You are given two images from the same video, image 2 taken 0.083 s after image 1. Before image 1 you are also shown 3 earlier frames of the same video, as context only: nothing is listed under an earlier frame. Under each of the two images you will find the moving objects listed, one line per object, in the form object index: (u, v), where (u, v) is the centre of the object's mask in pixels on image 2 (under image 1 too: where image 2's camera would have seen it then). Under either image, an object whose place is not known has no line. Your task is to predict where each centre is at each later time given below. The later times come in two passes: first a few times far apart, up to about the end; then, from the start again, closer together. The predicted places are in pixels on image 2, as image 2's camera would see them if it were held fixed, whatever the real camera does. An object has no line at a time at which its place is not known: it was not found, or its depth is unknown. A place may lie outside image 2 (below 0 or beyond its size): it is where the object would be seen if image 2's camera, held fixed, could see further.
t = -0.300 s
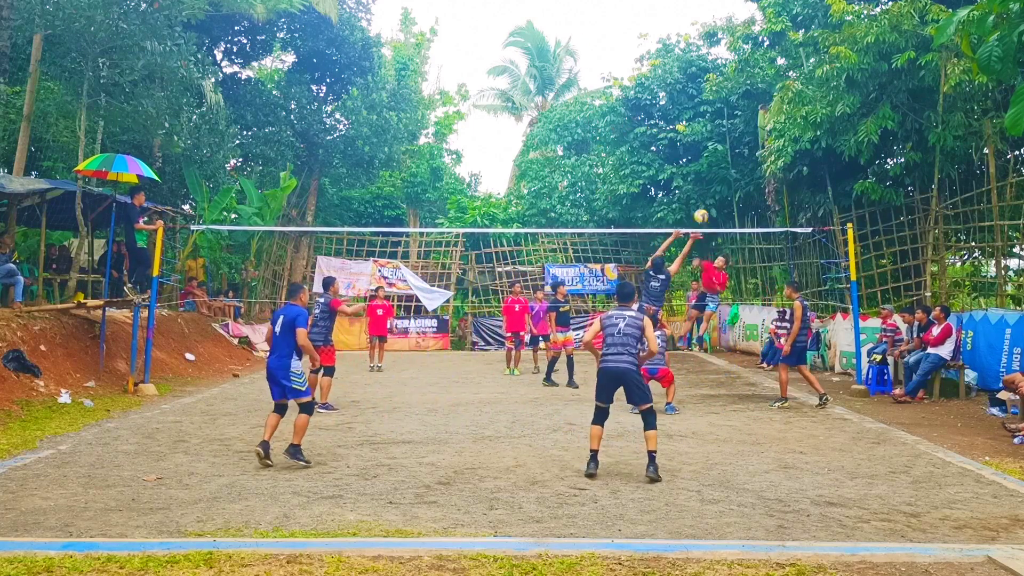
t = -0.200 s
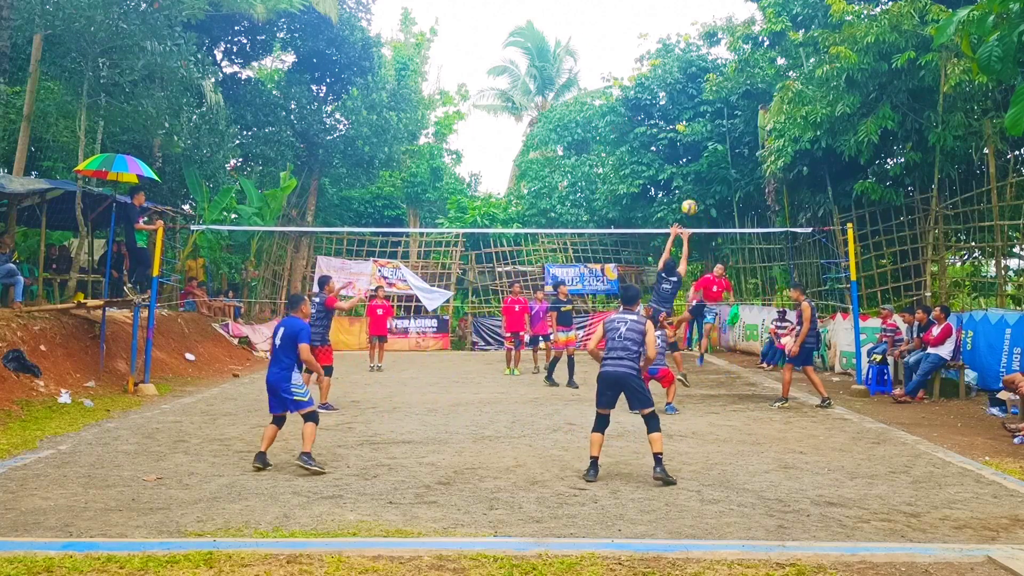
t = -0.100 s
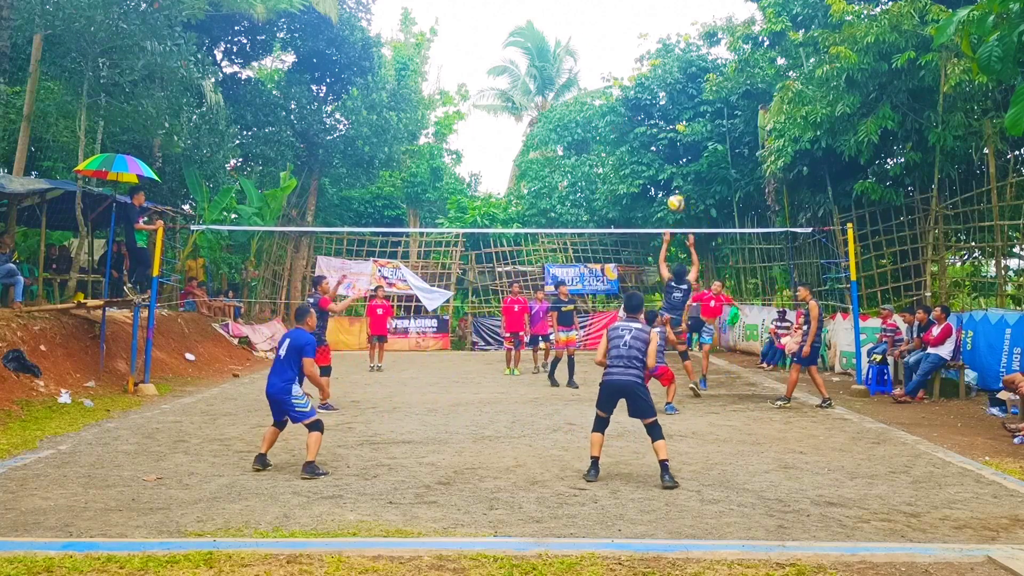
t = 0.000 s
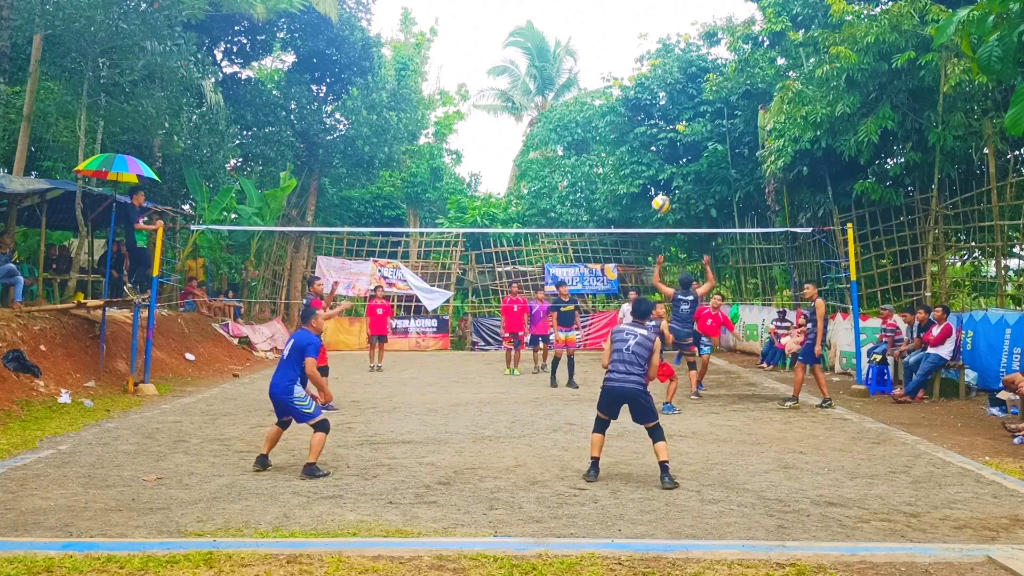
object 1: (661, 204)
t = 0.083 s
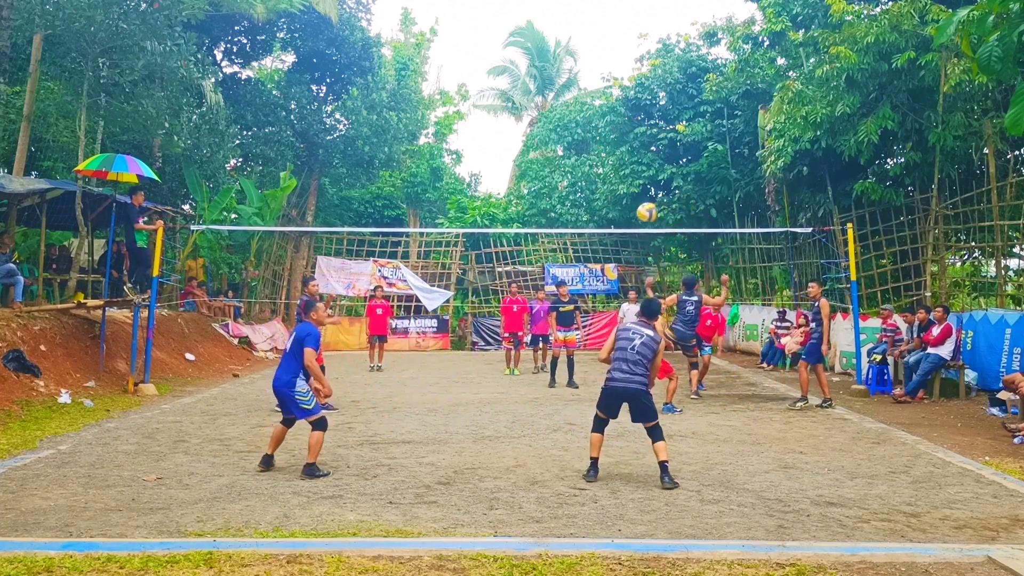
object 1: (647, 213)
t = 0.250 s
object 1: (613, 251)
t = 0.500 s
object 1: (524, 425)
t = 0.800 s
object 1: (361, 565)
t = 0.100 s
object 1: (644, 214)
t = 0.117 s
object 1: (641, 217)
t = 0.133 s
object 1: (638, 220)
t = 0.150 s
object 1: (635, 223)
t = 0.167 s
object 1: (631, 228)
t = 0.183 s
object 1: (628, 232)
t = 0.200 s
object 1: (624, 236)
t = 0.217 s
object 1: (620, 241)
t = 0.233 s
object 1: (617, 245)
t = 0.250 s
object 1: (613, 251)
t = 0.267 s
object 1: (608, 257)
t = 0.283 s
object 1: (603, 264)
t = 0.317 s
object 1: (594, 278)
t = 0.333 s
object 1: (590, 288)
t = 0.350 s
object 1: (584, 300)
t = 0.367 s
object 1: (578, 308)
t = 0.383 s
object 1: (573, 317)
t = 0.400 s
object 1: (567, 330)
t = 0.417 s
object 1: (561, 342)
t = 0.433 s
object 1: (555, 356)
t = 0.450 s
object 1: (548, 373)
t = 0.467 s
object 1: (540, 389)
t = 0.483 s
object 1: (532, 407)
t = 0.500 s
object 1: (524, 425)
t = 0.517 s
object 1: (516, 447)
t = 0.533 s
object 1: (506, 468)
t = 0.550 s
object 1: (496, 494)
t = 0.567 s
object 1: (486, 518)
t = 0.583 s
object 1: (474, 549)
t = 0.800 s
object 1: (361, 565)
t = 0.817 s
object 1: (351, 562)
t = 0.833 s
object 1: (341, 558)
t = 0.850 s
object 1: (332, 553)
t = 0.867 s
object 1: (322, 549)
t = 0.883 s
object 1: (310, 544)
